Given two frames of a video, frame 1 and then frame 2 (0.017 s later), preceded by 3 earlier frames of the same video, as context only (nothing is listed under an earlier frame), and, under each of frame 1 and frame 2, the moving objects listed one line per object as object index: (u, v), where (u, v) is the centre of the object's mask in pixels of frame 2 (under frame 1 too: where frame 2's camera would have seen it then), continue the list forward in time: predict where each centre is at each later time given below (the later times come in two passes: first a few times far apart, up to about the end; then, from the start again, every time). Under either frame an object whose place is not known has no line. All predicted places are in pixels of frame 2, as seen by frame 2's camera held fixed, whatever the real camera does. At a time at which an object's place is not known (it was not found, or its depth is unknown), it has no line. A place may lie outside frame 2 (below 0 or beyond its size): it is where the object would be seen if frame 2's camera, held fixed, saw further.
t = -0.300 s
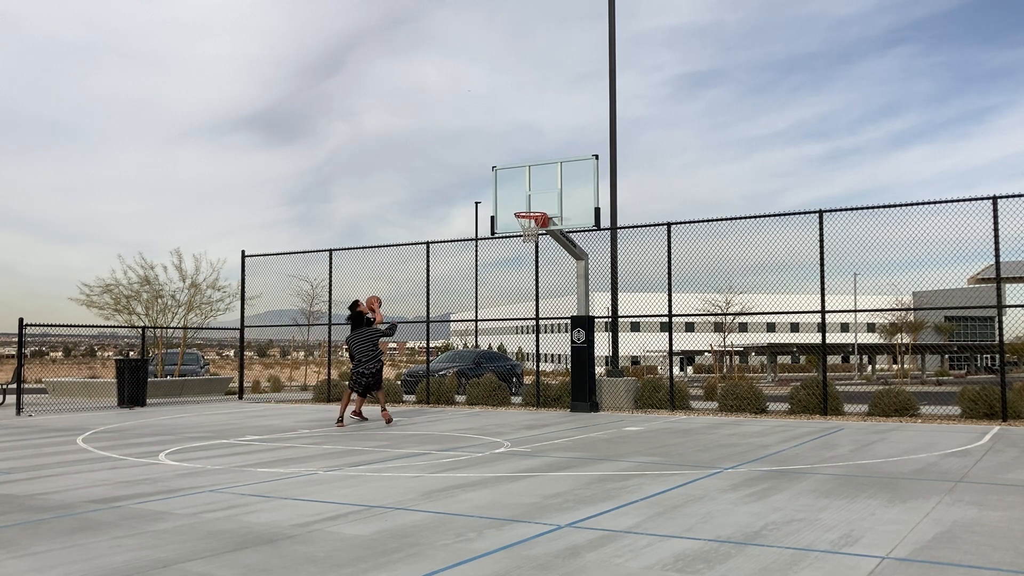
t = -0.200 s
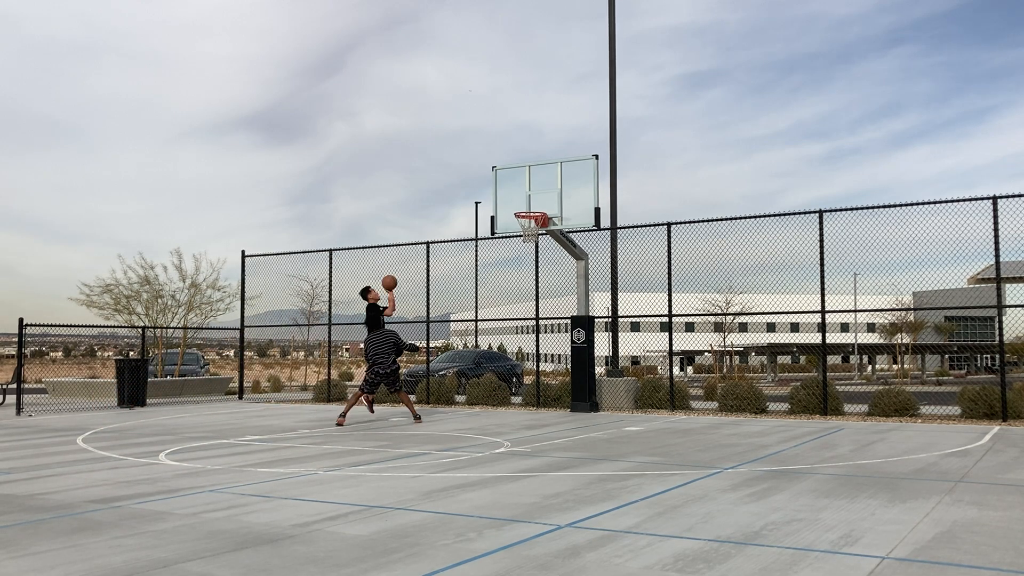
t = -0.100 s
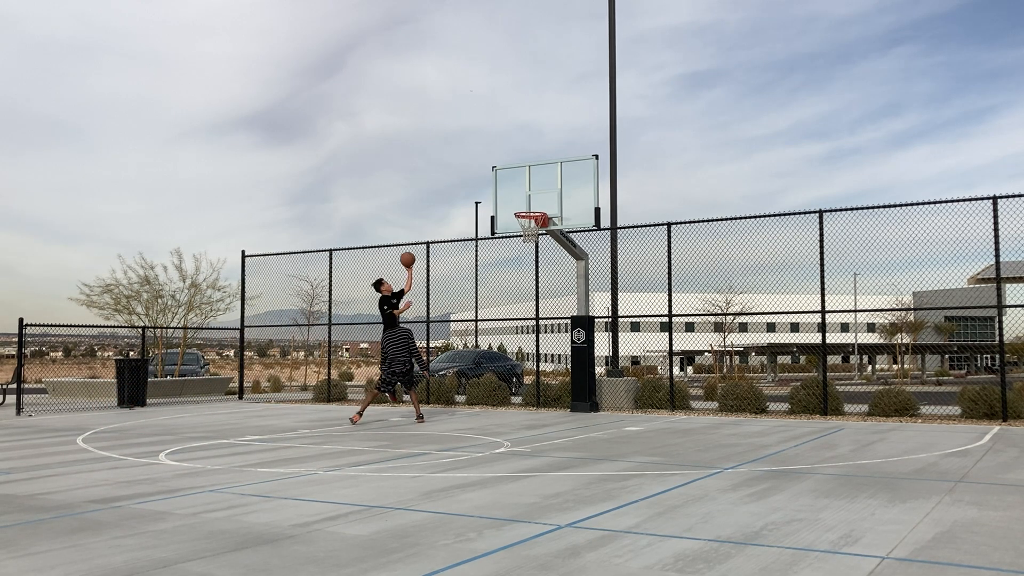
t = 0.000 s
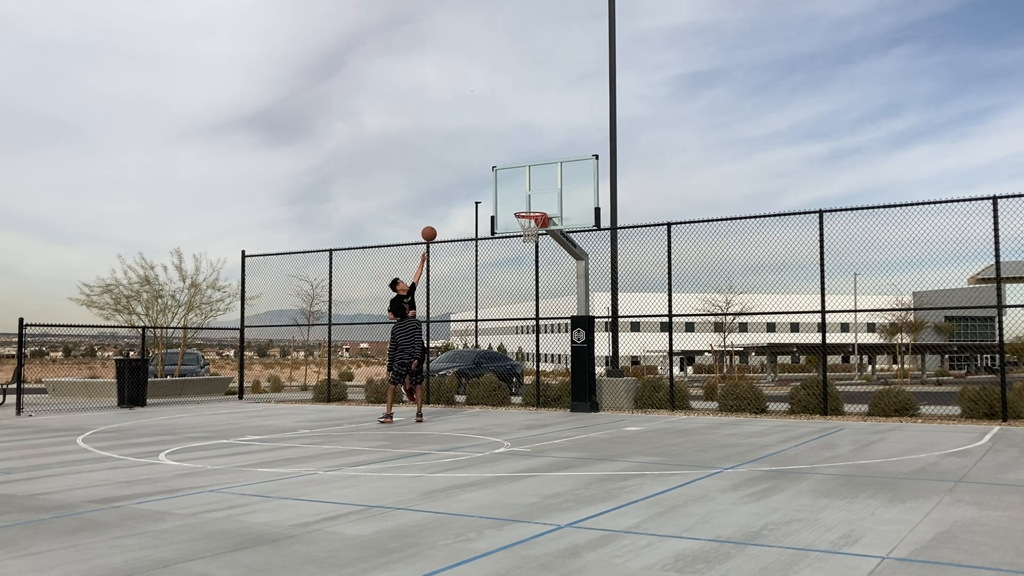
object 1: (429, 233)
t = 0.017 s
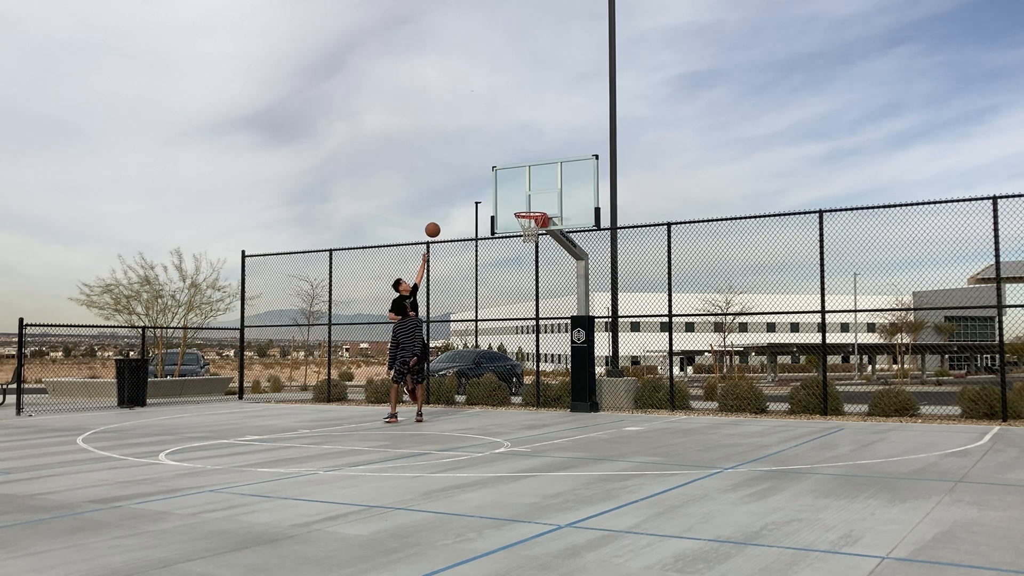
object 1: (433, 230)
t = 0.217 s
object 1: (476, 199)
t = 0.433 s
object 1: (522, 193)
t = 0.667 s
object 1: (539, 206)
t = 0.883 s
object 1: (514, 203)
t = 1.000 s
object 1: (502, 208)
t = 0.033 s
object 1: (436, 226)
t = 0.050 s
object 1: (440, 223)
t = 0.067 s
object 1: (443, 220)
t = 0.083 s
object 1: (447, 217)
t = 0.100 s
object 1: (451, 214)
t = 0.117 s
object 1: (454, 211)
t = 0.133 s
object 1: (458, 208)
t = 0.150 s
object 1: (461, 206)
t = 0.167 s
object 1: (465, 204)
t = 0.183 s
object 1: (469, 202)
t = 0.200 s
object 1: (472, 200)
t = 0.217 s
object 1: (476, 199)
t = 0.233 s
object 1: (479, 197)
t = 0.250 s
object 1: (483, 196)
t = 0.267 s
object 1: (486, 195)
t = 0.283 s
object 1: (490, 194)
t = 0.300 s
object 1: (494, 193)
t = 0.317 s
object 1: (497, 192)
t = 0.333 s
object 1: (501, 192)
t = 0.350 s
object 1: (504, 192)
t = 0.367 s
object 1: (508, 191)
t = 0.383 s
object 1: (512, 192)
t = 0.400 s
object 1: (515, 192)
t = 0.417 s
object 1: (519, 192)
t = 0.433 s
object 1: (522, 193)
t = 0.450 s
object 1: (526, 194)
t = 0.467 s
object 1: (529, 194)
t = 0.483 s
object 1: (530, 195)
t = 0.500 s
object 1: (531, 195)
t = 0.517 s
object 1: (532, 196)
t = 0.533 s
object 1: (533, 197)
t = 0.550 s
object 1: (534, 198)
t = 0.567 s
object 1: (535, 199)
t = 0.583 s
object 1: (536, 200)
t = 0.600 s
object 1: (537, 202)
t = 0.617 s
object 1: (539, 204)
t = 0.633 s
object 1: (540, 205)
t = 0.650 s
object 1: (541, 207)
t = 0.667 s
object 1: (539, 206)
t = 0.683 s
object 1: (537, 206)
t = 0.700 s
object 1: (535, 205)
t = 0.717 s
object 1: (533, 204)
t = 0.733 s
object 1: (531, 204)
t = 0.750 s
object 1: (529, 204)
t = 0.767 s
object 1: (526, 204)
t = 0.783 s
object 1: (524, 204)
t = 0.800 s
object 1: (522, 204)
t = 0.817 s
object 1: (521, 203)
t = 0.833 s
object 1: (519, 203)
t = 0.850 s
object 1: (517, 203)
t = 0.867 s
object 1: (516, 203)
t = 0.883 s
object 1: (514, 203)
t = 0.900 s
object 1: (512, 203)
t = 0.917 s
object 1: (511, 203)
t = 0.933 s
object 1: (509, 204)
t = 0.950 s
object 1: (507, 205)
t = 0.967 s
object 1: (506, 206)
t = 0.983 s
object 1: (504, 207)
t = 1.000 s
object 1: (502, 208)
